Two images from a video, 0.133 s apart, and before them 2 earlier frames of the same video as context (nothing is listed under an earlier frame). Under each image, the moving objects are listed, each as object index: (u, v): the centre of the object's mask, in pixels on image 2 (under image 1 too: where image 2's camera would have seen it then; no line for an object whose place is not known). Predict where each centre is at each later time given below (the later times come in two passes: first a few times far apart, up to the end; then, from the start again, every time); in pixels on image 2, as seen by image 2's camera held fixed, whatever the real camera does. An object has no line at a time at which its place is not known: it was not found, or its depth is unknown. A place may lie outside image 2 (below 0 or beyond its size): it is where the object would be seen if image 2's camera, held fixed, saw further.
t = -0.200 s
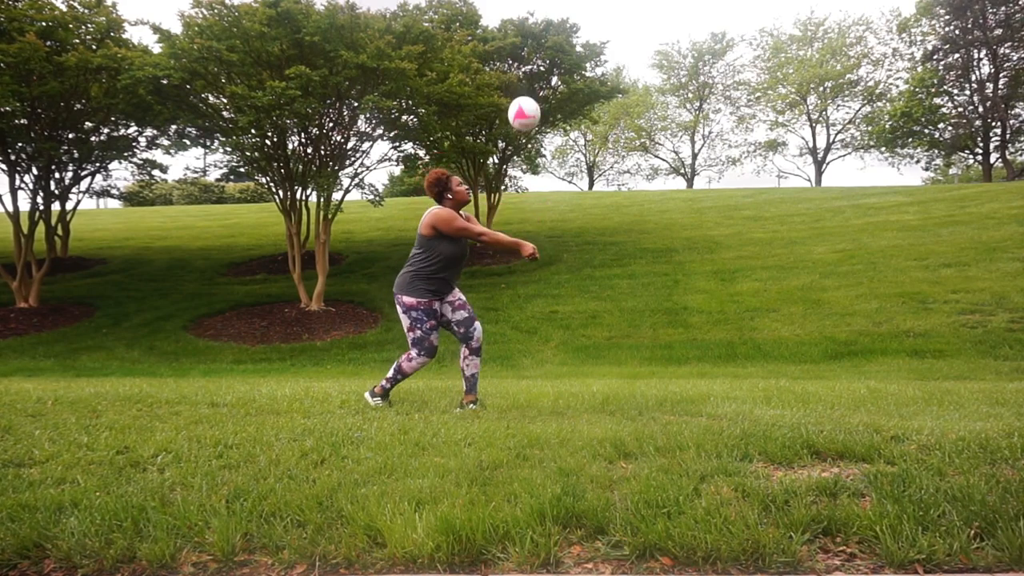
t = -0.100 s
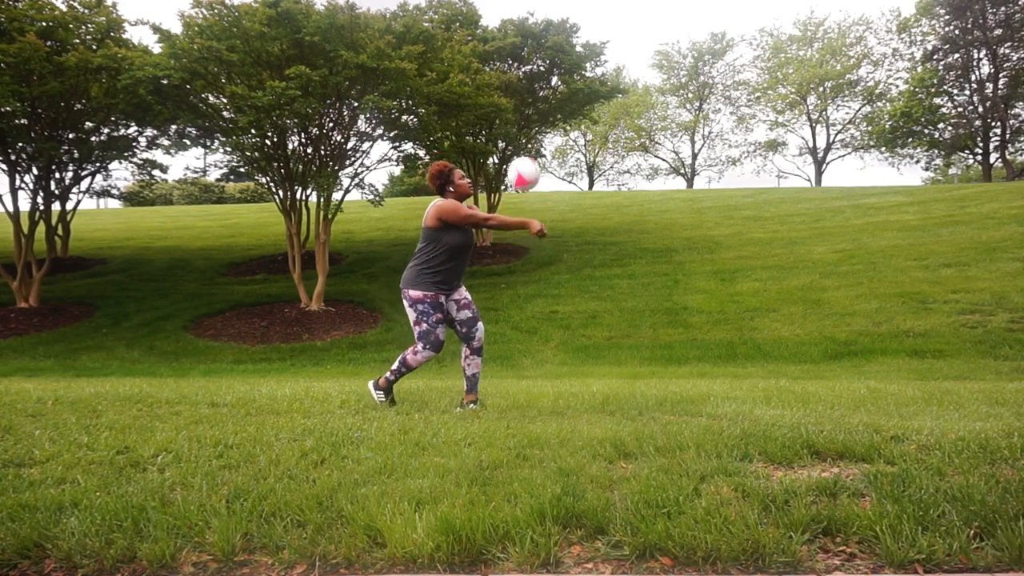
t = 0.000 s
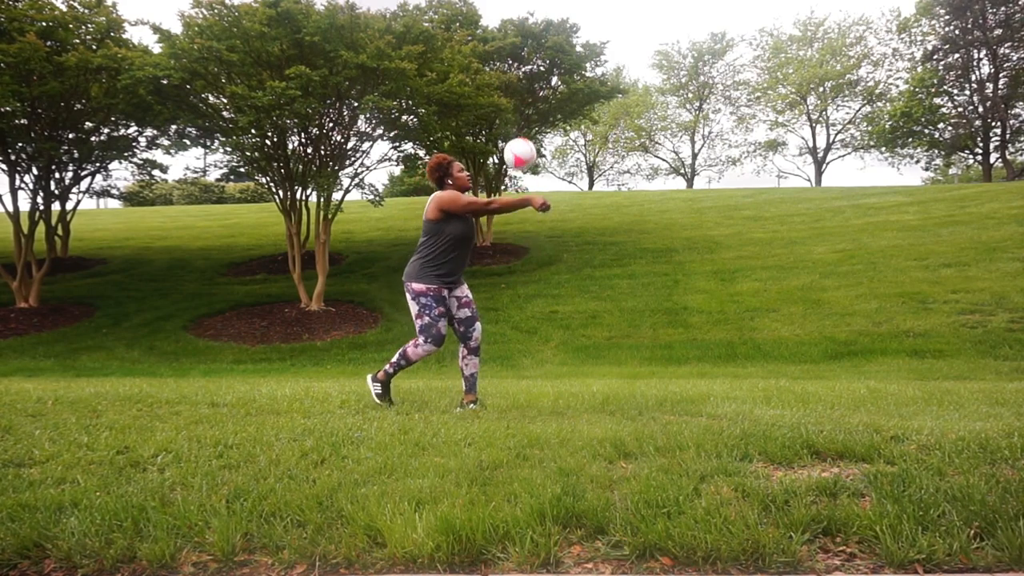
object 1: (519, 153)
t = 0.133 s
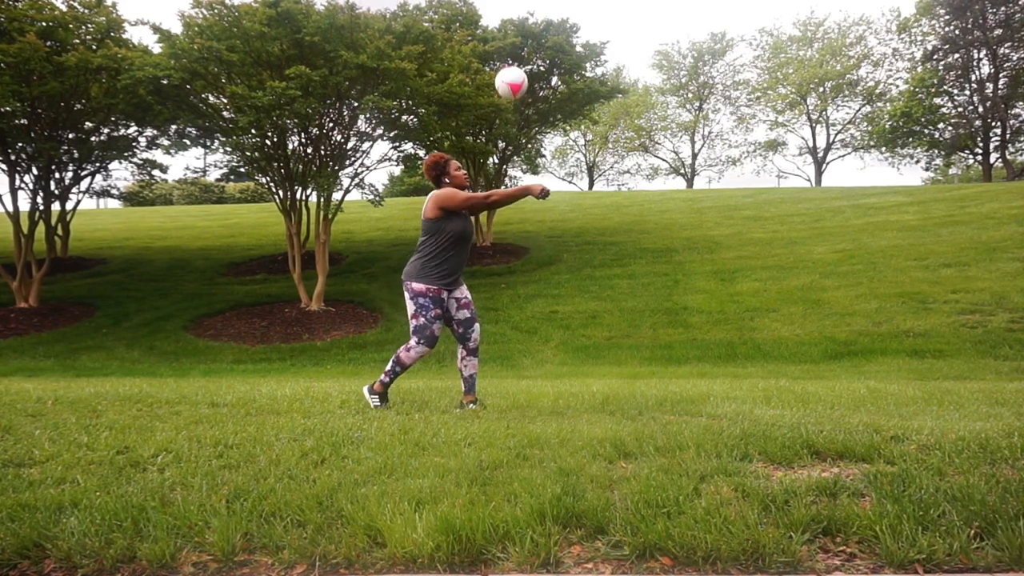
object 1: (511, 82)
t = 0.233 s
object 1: (505, 46)
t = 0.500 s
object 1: (488, 19)
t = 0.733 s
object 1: (475, 79)
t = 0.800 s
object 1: (471, 112)
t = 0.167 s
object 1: (509, 68)
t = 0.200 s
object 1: (507, 56)
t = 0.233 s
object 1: (505, 46)
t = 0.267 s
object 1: (502, 37)
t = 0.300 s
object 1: (501, 32)
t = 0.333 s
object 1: (499, 27)
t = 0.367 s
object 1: (497, 23)
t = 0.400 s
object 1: (493, 17)
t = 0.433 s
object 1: (491, 16)
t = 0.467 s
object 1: (490, 17)
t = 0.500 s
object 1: (488, 19)
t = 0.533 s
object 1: (486, 23)
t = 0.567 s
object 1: (484, 28)
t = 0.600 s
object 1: (482, 35)
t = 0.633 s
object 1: (480, 44)
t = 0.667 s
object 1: (478, 53)
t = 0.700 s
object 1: (476, 66)
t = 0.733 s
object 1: (475, 79)
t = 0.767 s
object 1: (473, 95)
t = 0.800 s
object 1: (471, 112)
